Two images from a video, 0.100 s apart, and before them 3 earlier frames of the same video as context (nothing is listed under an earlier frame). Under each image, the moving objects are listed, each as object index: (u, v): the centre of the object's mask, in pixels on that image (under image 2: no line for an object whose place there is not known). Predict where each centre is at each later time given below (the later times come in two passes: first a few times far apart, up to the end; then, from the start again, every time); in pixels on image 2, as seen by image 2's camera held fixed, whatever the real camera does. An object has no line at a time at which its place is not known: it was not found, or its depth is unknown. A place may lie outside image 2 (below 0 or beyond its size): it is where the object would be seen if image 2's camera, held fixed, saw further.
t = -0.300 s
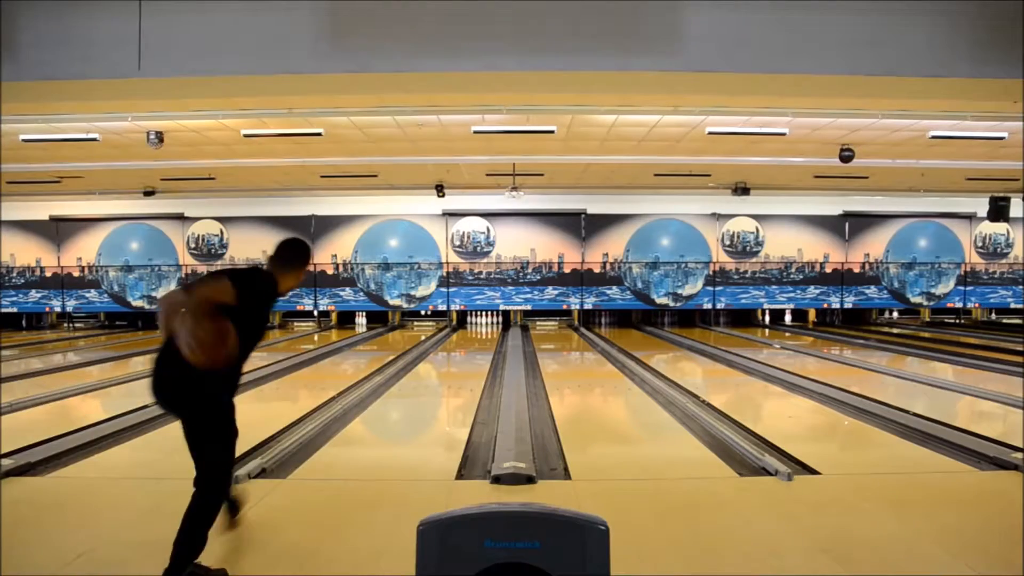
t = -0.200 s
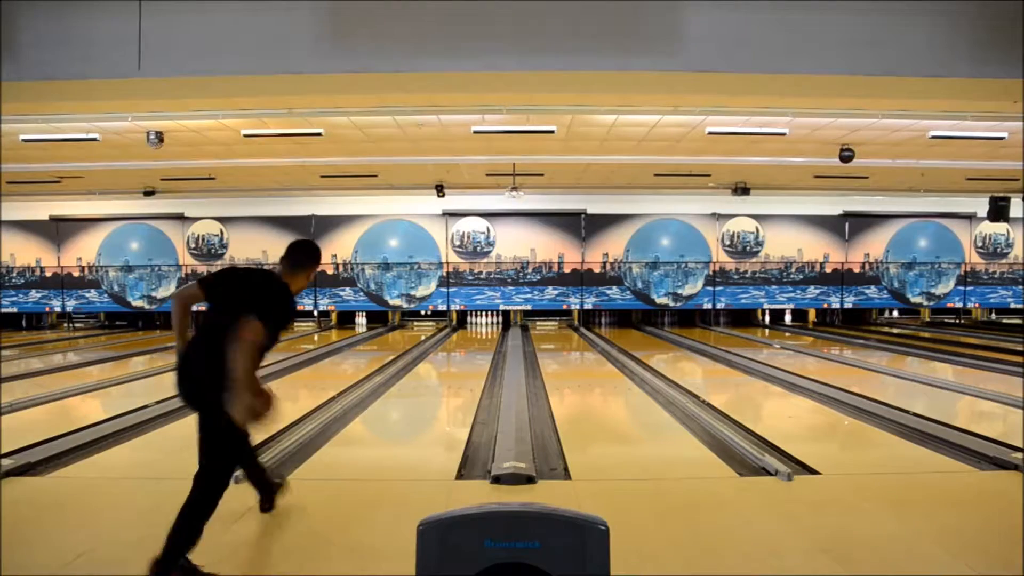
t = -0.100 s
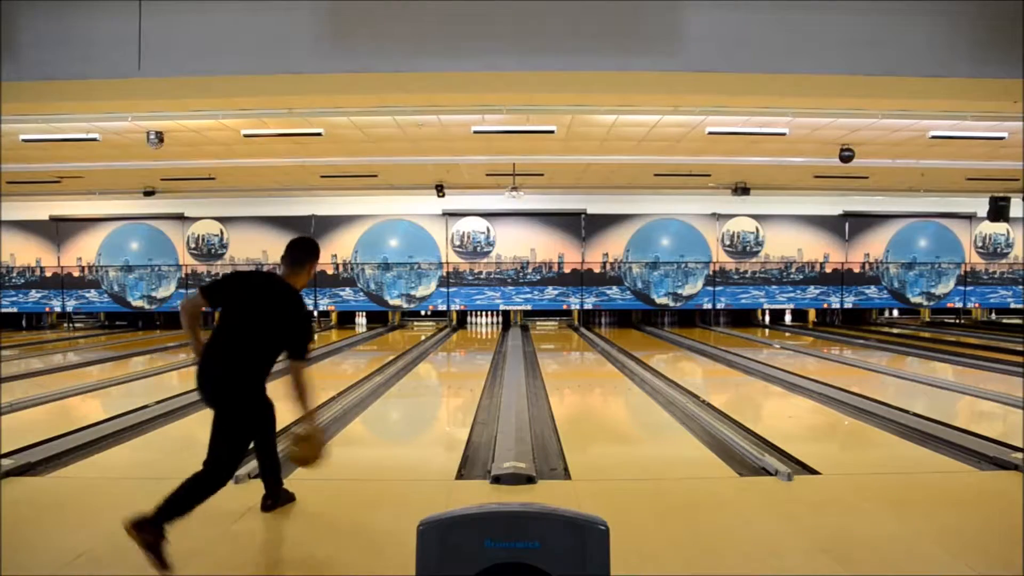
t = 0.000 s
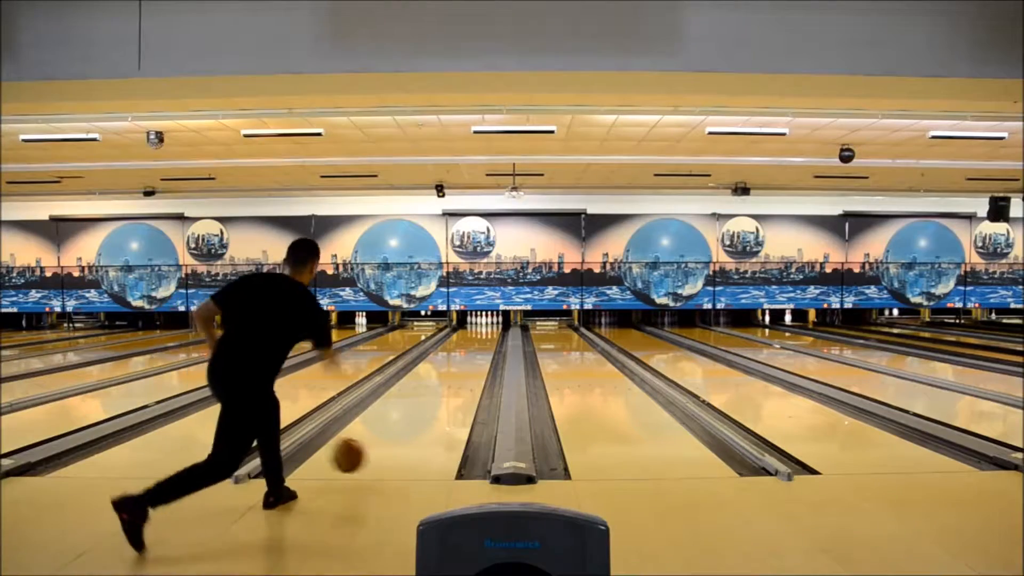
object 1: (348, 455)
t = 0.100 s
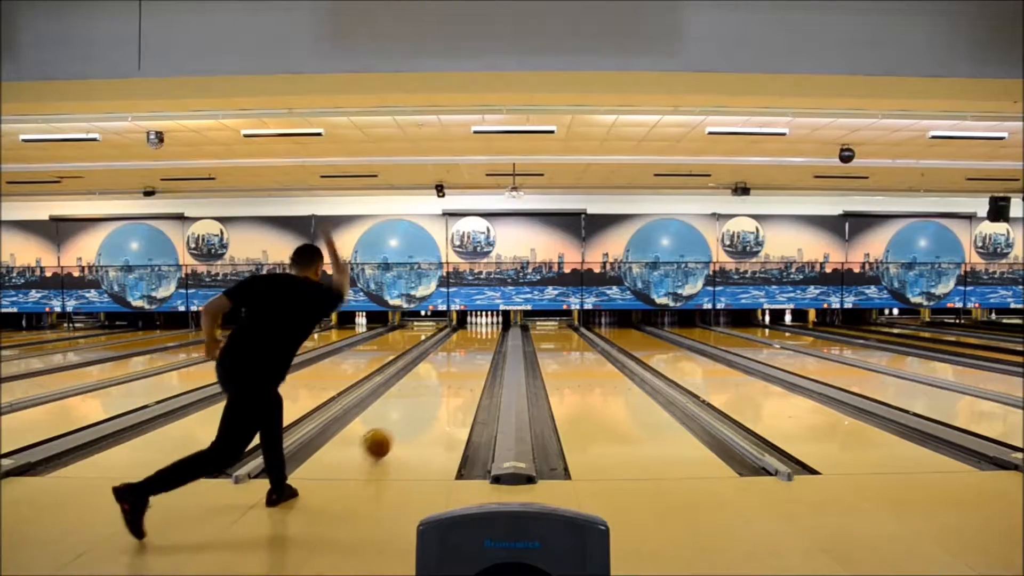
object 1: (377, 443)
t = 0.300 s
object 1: (414, 412)
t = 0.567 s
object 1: (445, 385)
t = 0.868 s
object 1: (465, 365)
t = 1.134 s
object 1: (476, 353)
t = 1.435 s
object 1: (483, 344)
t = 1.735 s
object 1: (486, 336)
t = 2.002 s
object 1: (487, 331)
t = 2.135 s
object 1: (486, 328)
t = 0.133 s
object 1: (385, 438)
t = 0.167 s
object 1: (392, 432)
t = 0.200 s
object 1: (398, 427)
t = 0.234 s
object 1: (404, 422)
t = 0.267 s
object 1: (409, 417)
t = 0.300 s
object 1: (414, 412)
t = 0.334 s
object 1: (420, 408)
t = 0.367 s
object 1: (424, 404)
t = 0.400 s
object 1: (428, 400)
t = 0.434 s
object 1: (432, 396)
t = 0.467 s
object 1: (436, 393)
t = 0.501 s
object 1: (439, 390)
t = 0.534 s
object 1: (442, 387)
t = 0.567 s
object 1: (445, 385)
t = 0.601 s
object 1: (448, 382)
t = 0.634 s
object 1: (450, 379)
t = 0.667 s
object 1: (453, 377)
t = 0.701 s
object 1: (455, 375)
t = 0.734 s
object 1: (458, 372)
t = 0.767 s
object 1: (459, 370)
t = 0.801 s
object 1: (462, 368)
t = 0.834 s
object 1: (463, 367)
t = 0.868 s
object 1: (465, 365)
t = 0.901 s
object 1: (467, 363)
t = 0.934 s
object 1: (468, 362)
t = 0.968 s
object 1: (470, 360)
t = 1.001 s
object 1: (471, 359)
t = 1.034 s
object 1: (472, 358)
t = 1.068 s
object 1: (474, 356)
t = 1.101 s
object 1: (475, 355)
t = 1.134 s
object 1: (476, 353)
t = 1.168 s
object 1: (477, 353)
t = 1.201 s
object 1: (478, 351)
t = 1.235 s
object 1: (479, 349)
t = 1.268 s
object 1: (480, 348)
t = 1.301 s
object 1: (481, 347)
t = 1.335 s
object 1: (481, 347)
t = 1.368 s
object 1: (482, 346)
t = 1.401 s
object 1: (482, 345)
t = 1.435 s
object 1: (483, 344)
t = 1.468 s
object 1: (484, 342)
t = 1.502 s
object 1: (484, 341)
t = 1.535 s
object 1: (485, 341)
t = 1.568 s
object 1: (485, 340)
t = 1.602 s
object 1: (485, 339)
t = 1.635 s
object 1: (486, 338)
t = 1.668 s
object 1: (486, 337)
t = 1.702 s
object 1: (486, 336)
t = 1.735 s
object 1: (486, 336)
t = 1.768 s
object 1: (486, 335)
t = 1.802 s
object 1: (486, 335)
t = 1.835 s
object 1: (486, 334)
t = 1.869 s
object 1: (487, 333)
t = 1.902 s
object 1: (487, 333)
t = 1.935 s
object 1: (487, 332)
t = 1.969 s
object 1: (487, 332)
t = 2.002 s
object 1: (487, 331)
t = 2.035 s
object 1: (487, 332)
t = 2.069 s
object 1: (487, 331)
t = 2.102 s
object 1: (486, 329)
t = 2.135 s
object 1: (486, 328)
